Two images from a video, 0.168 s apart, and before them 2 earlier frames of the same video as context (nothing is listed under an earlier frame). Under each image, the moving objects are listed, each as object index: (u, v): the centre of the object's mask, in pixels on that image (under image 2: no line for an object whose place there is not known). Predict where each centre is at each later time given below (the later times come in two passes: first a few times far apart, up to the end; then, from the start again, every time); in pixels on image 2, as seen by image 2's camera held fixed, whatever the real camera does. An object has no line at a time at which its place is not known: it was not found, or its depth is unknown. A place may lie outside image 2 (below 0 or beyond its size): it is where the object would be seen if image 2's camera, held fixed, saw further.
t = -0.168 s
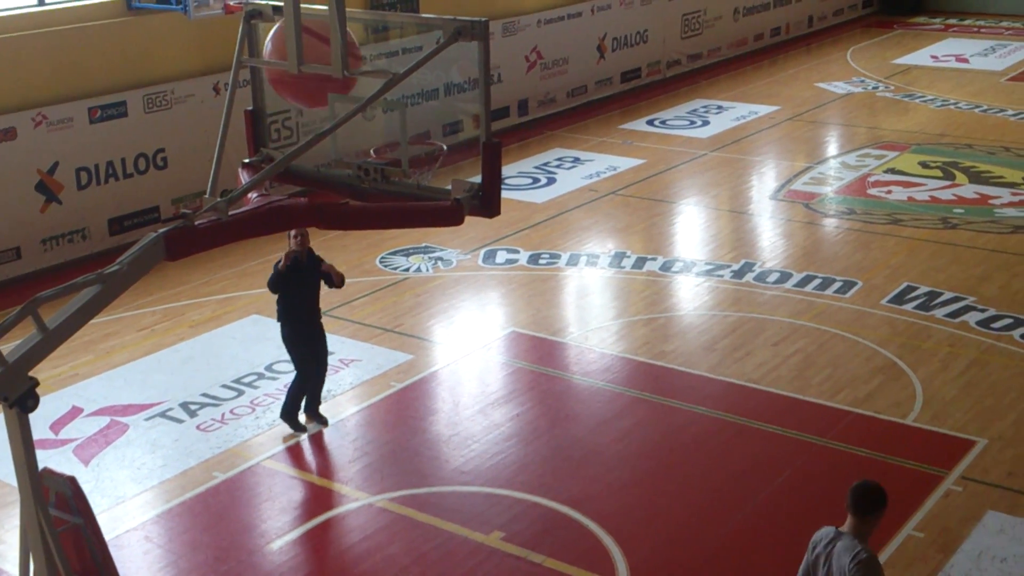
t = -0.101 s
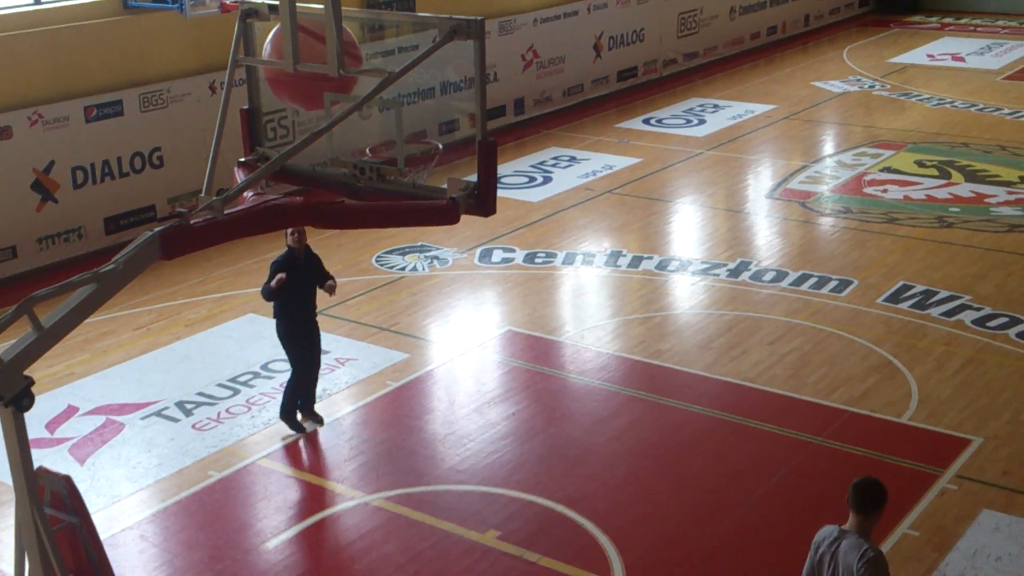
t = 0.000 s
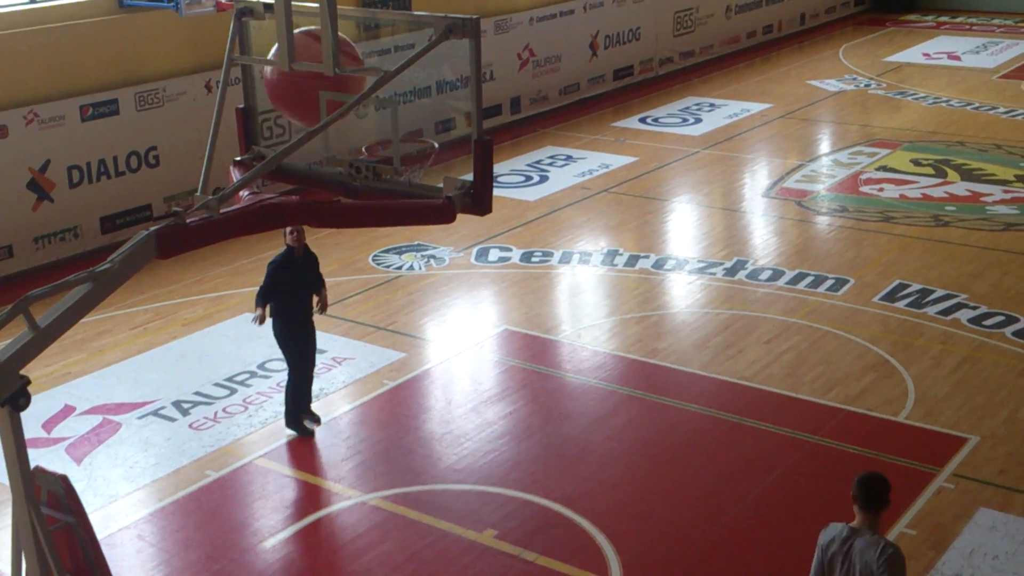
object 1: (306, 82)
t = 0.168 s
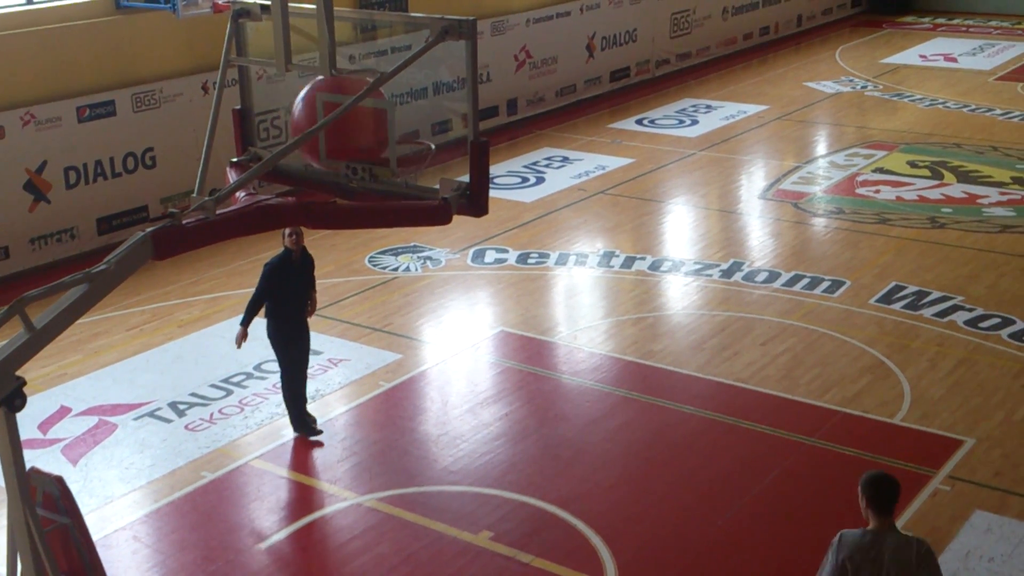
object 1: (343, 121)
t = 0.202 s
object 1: (347, 122)
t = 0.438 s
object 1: (340, 136)
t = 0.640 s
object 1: (336, 237)
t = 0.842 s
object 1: (338, 302)
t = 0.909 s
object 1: (341, 337)
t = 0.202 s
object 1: (347, 122)
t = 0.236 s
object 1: (346, 122)
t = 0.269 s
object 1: (345, 121)
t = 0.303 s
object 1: (344, 121)
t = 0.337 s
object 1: (344, 122)
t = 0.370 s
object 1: (345, 124)
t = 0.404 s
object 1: (341, 131)
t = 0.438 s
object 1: (340, 136)
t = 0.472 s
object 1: (342, 139)
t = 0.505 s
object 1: (337, 142)
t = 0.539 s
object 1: (337, 146)
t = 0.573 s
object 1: (332, 151)
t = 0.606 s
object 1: (313, 197)
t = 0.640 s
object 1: (336, 237)
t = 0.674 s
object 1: (336, 242)
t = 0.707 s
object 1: (337, 249)
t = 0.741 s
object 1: (337, 257)
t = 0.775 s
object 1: (338, 268)
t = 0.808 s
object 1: (338, 284)
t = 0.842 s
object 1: (338, 302)
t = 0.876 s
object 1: (339, 320)
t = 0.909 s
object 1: (341, 337)
